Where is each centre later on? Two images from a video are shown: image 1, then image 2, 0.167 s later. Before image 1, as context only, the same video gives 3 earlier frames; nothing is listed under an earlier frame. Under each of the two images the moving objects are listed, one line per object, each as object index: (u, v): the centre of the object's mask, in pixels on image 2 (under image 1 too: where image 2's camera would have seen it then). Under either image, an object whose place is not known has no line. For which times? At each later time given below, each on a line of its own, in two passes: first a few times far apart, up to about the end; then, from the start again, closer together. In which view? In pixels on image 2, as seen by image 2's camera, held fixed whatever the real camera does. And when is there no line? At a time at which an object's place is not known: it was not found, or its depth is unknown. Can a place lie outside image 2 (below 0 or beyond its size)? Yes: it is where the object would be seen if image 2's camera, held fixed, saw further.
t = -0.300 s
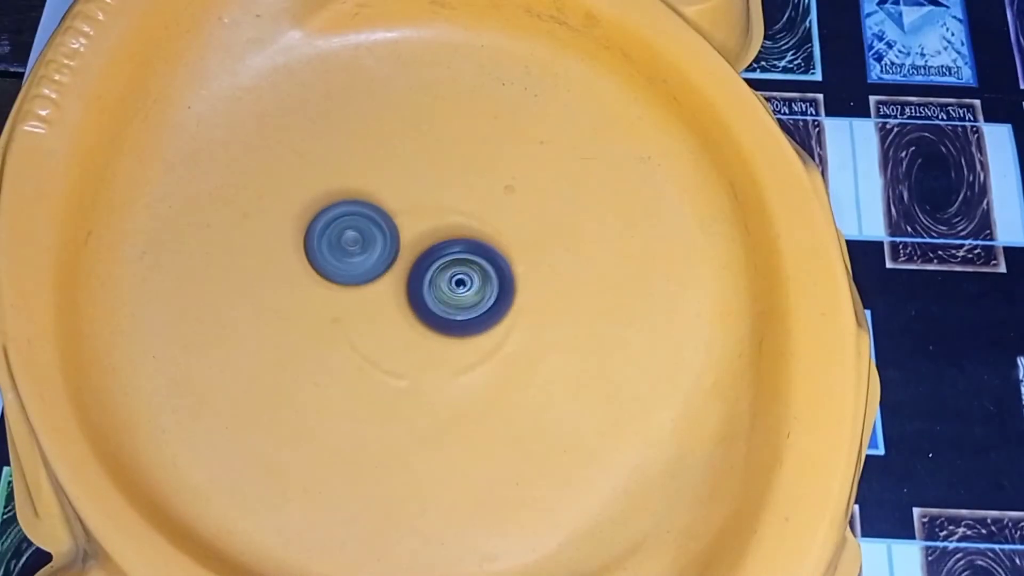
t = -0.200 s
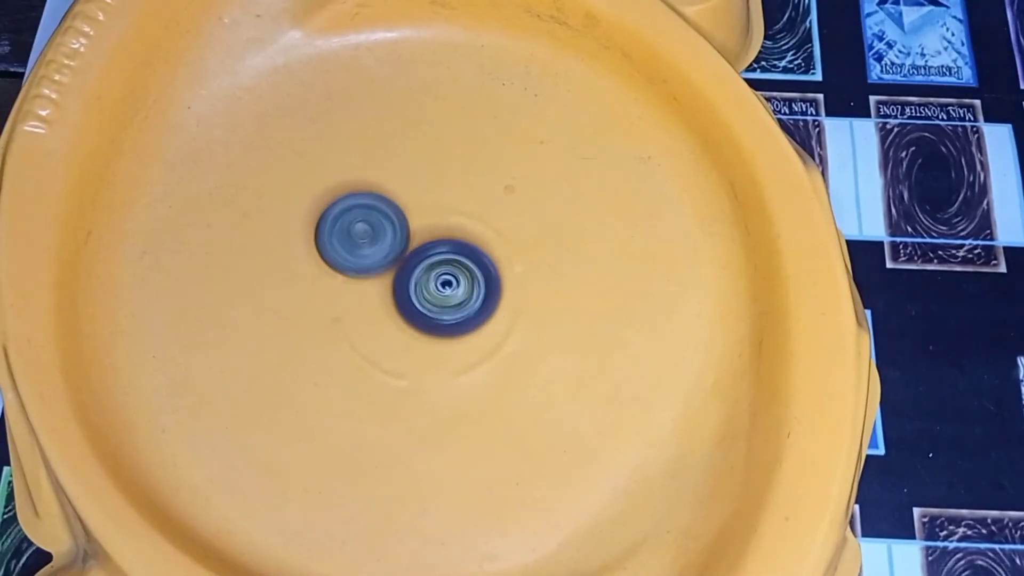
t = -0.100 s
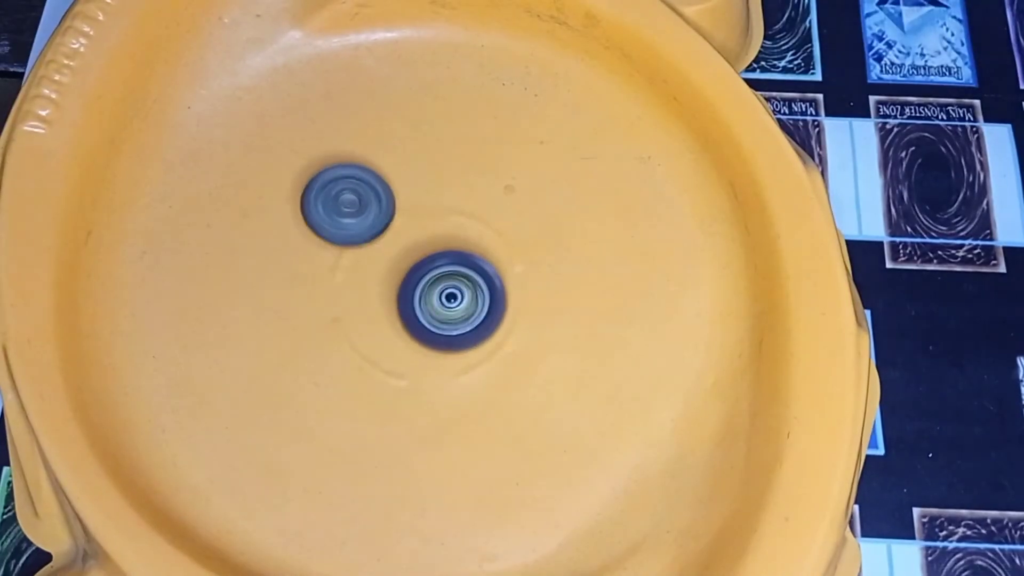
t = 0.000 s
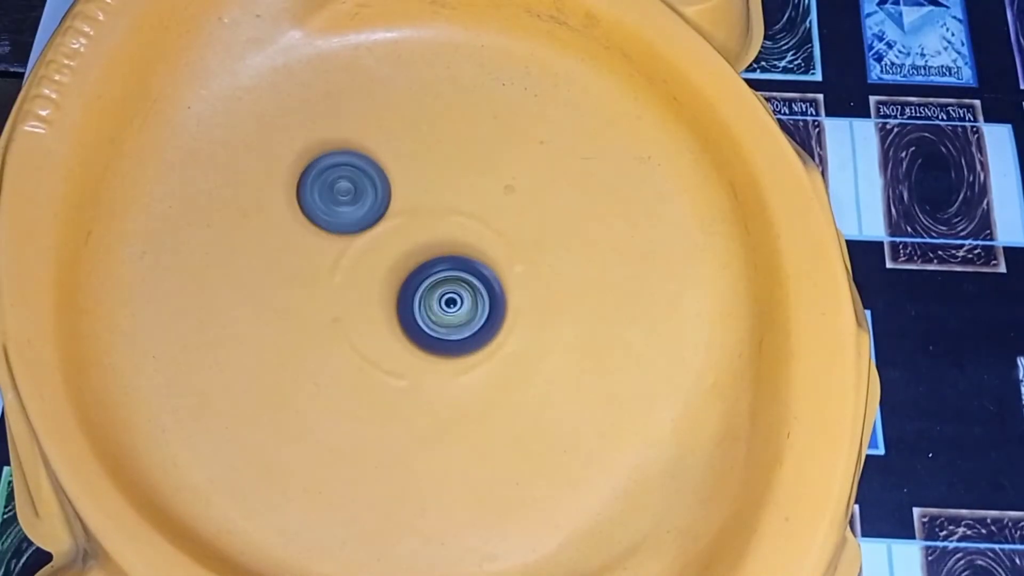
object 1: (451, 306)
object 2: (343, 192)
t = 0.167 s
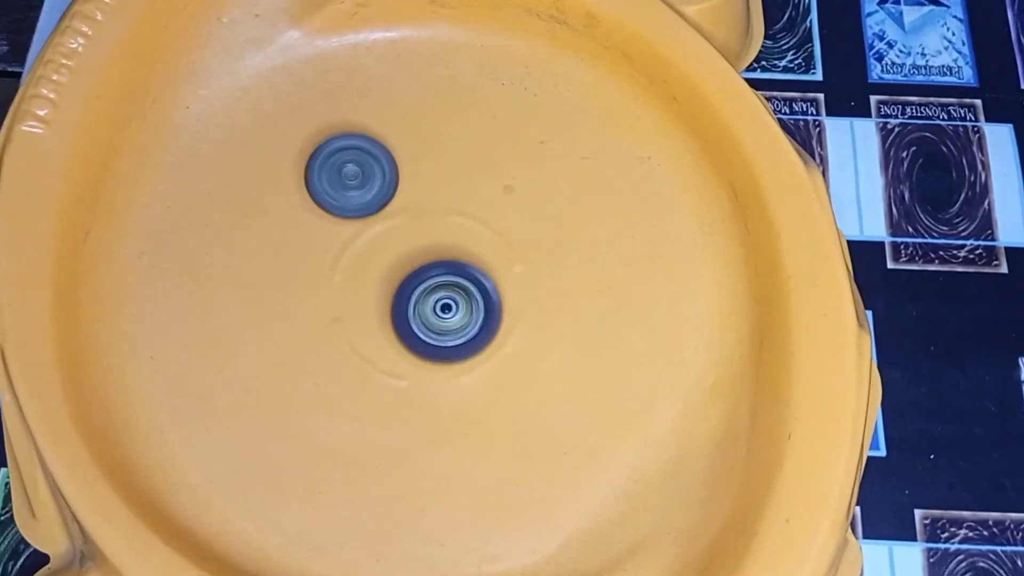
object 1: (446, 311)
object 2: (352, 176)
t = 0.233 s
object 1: (445, 310)
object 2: (360, 173)
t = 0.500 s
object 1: (448, 292)
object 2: (401, 182)
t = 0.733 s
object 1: (456, 280)
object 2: (436, 187)
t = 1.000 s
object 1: (469, 285)
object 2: (465, 193)
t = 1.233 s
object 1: (478, 297)
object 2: (479, 197)
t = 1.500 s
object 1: (480, 307)
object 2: (501, 209)
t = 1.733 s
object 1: (471, 318)
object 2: (504, 215)
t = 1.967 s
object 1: (465, 320)
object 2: (518, 227)
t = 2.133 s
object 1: (465, 311)
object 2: (520, 229)
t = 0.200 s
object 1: (446, 311)
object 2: (355, 175)
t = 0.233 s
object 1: (445, 310)
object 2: (360, 173)
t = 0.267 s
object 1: (445, 309)
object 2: (364, 173)
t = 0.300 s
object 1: (446, 308)
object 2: (369, 173)
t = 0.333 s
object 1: (446, 306)
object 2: (374, 173)
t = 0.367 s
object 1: (446, 304)
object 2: (380, 174)
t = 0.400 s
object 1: (447, 302)
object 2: (385, 176)
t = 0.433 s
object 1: (447, 299)
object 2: (391, 177)
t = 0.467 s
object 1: (447, 296)
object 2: (396, 179)
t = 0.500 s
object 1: (448, 292)
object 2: (401, 182)
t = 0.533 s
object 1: (449, 289)
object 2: (406, 185)
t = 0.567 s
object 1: (449, 286)
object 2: (410, 188)
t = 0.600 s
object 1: (450, 282)
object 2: (417, 191)
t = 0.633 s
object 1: (451, 282)
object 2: (423, 190)
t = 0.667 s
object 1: (453, 281)
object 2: (428, 187)
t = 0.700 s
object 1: (455, 281)
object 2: (432, 186)
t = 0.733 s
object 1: (456, 280)
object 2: (436, 187)
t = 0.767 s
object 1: (457, 280)
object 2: (440, 189)
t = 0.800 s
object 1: (458, 281)
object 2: (444, 188)
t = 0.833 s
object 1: (460, 282)
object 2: (447, 189)
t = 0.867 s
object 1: (461, 282)
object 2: (450, 189)
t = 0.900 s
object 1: (464, 283)
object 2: (453, 190)
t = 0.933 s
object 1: (466, 284)
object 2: (457, 191)
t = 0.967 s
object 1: (468, 285)
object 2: (462, 192)
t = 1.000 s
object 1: (469, 285)
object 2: (465, 193)
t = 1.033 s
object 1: (471, 287)
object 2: (468, 194)
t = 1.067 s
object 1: (472, 289)
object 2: (475, 194)
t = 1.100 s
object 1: (474, 291)
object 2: (477, 195)
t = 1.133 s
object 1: (476, 293)
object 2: (478, 194)
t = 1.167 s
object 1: (476, 294)
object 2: (479, 195)
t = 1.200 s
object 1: (477, 295)
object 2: (480, 196)
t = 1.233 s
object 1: (478, 297)
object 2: (479, 197)
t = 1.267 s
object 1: (479, 298)
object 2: (480, 198)
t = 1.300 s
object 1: (480, 299)
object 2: (483, 202)
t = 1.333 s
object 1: (481, 299)
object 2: (491, 206)
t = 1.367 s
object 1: (480, 301)
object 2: (501, 209)
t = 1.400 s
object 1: (481, 303)
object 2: (502, 210)
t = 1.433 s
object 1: (479, 305)
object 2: (501, 210)
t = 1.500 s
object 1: (480, 307)
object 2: (501, 209)
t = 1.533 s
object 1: (478, 309)
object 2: (500, 209)
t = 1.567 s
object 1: (478, 311)
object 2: (499, 209)
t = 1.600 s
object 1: (476, 312)
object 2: (497, 209)
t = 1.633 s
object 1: (475, 315)
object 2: (496, 209)
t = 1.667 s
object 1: (474, 316)
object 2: (496, 210)
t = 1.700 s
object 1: (473, 317)
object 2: (498, 212)
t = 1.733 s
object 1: (471, 318)
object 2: (504, 215)
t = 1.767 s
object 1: (470, 319)
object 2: (510, 221)
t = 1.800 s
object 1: (469, 320)
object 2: (512, 222)
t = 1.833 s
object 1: (468, 320)
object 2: (513, 222)
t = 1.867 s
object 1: (468, 321)
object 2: (514, 223)
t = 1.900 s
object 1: (466, 321)
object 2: (515, 225)
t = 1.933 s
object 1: (466, 320)
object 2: (516, 226)
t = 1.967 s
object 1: (465, 320)
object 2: (518, 227)
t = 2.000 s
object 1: (465, 319)
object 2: (517, 228)
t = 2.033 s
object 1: (465, 317)
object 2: (518, 229)
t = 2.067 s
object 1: (466, 315)
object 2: (518, 229)
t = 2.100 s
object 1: (466, 312)
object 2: (518, 229)
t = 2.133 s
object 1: (465, 311)
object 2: (520, 229)
